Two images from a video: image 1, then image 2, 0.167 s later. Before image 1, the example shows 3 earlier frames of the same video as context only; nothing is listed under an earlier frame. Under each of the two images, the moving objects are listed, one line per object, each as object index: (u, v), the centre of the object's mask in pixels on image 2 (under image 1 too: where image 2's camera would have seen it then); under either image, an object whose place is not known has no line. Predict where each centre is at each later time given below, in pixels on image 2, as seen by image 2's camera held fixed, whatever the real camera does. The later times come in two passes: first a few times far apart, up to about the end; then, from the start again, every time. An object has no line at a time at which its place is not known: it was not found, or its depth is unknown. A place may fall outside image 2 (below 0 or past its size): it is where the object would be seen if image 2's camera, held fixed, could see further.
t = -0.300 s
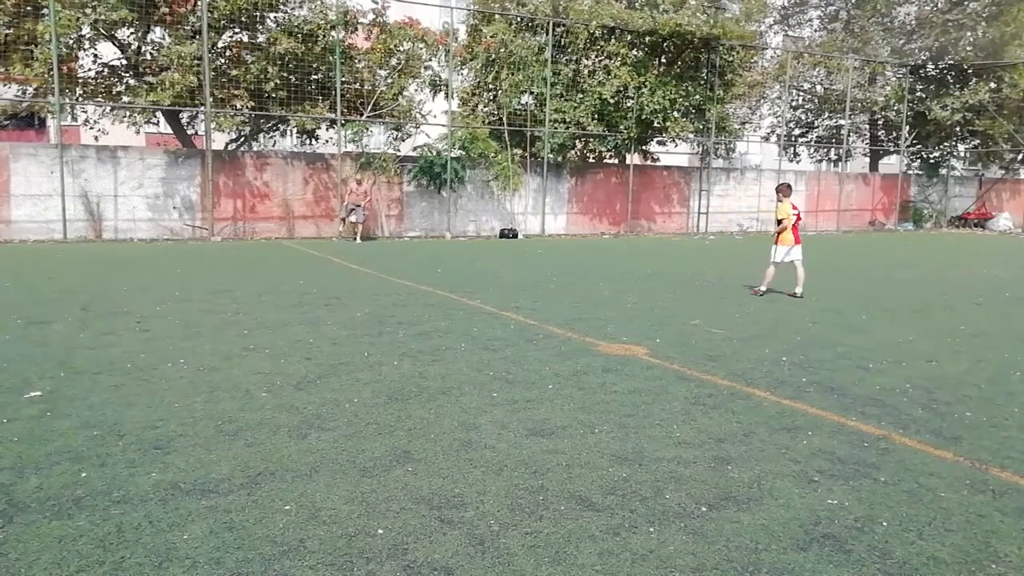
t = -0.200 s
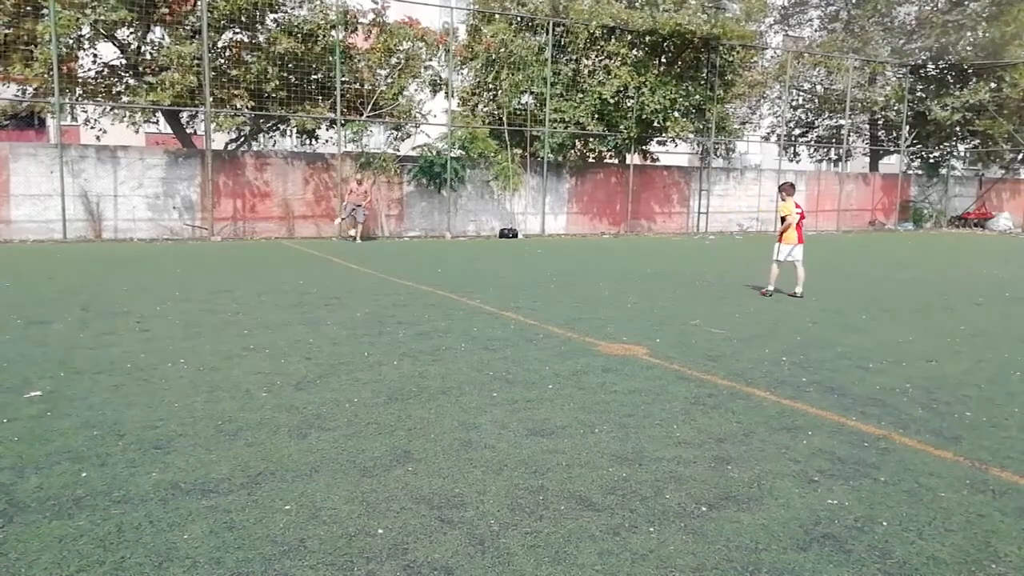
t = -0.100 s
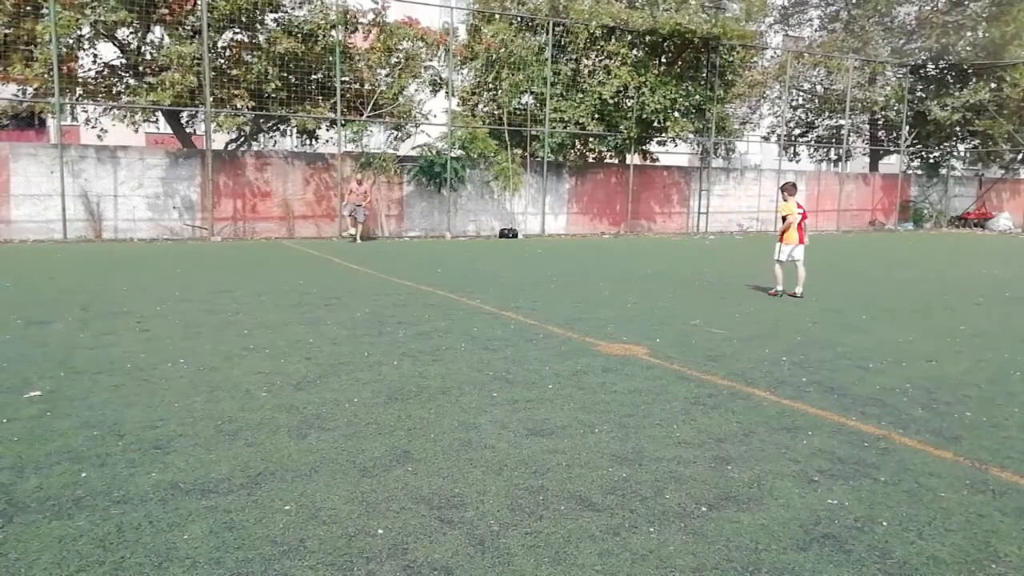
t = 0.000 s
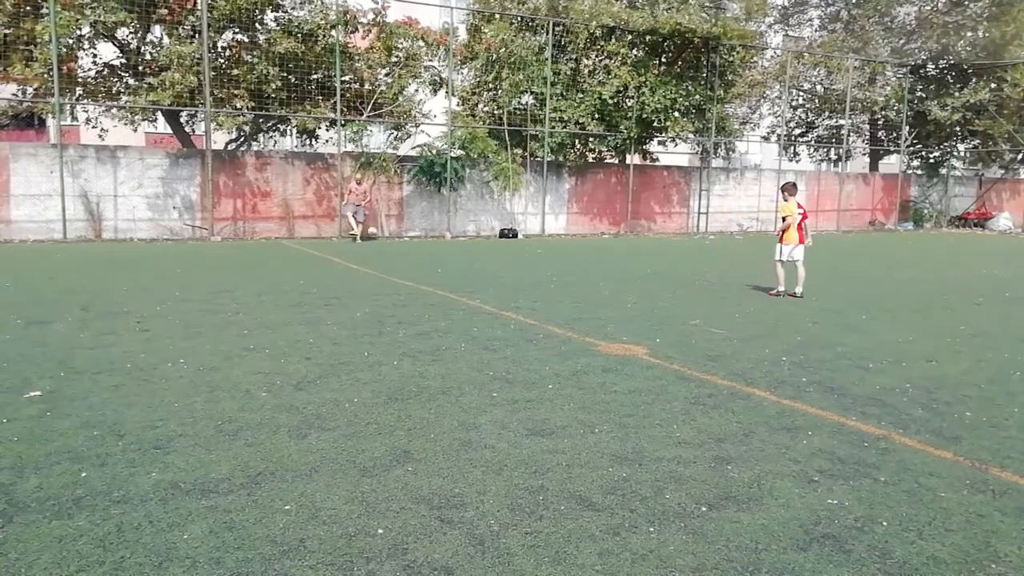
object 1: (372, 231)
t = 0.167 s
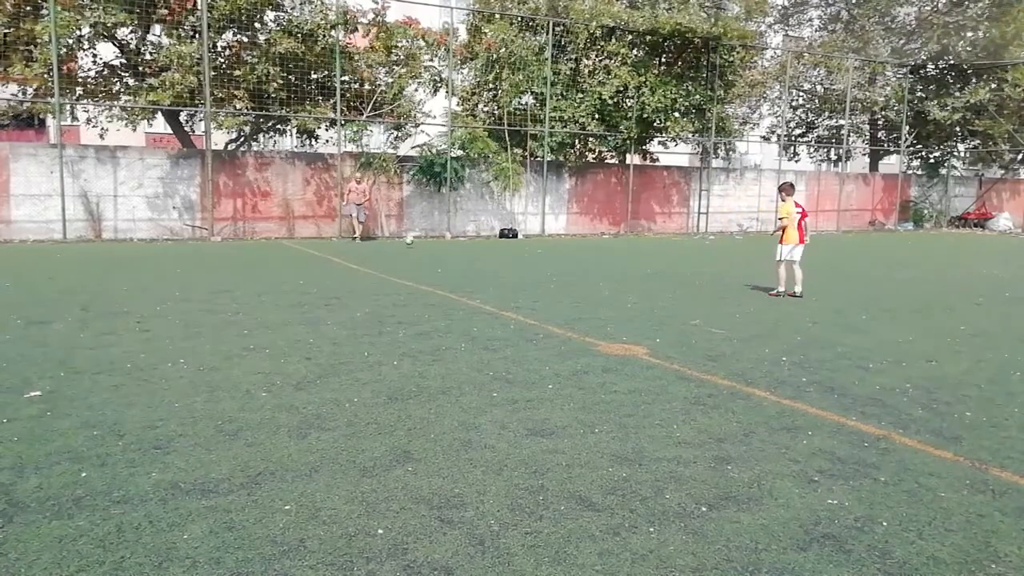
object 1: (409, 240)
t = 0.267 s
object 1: (430, 244)
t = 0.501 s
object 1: (478, 250)
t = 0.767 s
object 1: (519, 249)
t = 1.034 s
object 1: (561, 256)
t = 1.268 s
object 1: (601, 262)
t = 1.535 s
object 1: (652, 266)
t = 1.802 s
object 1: (708, 269)
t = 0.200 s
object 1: (417, 243)
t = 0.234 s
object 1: (424, 245)
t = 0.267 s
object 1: (430, 244)
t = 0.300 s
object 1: (437, 243)
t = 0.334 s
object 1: (444, 243)
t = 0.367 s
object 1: (451, 244)
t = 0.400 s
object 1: (457, 245)
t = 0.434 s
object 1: (464, 247)
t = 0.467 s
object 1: (471, 249)
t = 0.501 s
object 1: (478, 250)
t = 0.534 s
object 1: (482, 248)
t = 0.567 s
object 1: (488, 246)
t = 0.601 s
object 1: (493, 245)
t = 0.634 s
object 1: (498, 245)
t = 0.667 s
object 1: (503, 245)
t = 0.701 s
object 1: (508, 245)
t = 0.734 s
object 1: (513, 247)
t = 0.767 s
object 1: (519, 249)
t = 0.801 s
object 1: (524, 252)
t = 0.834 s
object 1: (529, 255)
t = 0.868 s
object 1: (534, 255)
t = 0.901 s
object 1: (539, 254)
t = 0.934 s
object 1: (545, 253)
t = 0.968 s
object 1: (550, 253)
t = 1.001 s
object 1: (555, 254)
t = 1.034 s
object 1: (561, 256)
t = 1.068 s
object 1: (566, 257)
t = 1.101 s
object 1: (572, 259)
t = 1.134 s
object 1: (578, 259)
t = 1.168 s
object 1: (583, 259)
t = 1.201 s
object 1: (589, 259)
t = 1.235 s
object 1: (595, 261)
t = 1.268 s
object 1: (601, 262)
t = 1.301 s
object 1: (607, 262)
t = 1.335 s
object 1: (613, 261)
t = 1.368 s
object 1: (620, 261)
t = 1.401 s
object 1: (626, 263)
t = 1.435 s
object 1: (632, 265)
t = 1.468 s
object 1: (638, 265)
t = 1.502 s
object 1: (646, 266)
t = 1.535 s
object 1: (652, 266)
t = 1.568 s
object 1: (659, 267)
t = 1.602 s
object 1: (666, 267)
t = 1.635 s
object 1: (673, 267)
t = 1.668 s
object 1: (680, 268)
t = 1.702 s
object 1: (687, 268)
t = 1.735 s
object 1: (694, 269)
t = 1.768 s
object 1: (701, 269)
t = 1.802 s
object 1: (708, 269)
